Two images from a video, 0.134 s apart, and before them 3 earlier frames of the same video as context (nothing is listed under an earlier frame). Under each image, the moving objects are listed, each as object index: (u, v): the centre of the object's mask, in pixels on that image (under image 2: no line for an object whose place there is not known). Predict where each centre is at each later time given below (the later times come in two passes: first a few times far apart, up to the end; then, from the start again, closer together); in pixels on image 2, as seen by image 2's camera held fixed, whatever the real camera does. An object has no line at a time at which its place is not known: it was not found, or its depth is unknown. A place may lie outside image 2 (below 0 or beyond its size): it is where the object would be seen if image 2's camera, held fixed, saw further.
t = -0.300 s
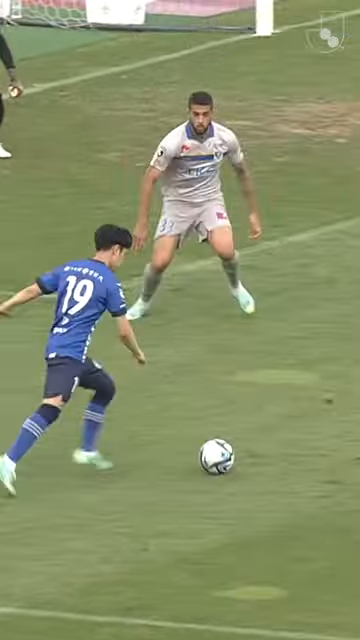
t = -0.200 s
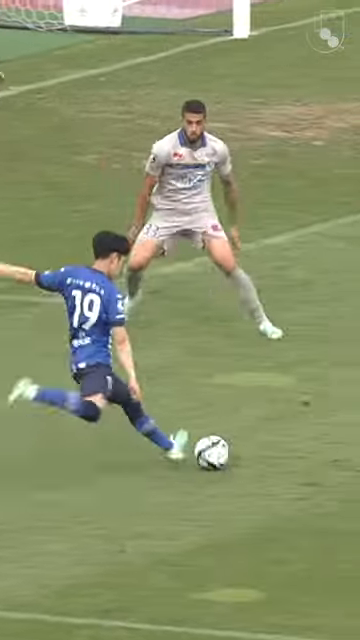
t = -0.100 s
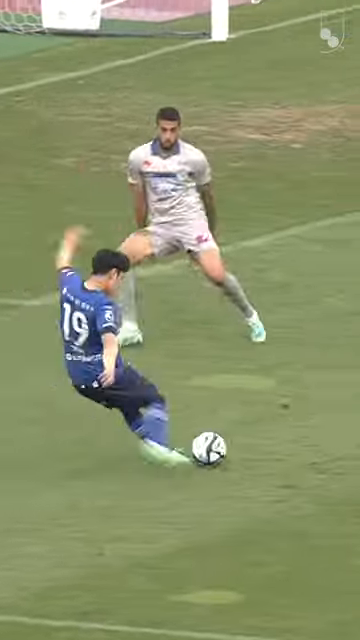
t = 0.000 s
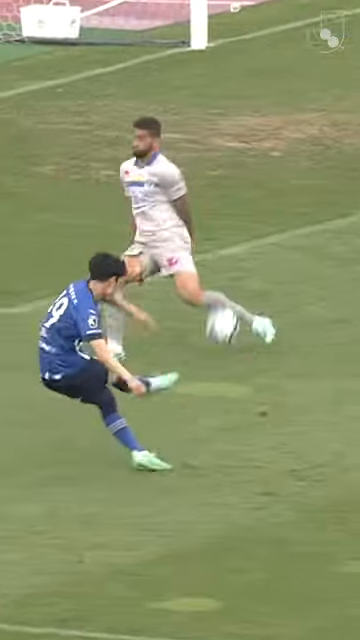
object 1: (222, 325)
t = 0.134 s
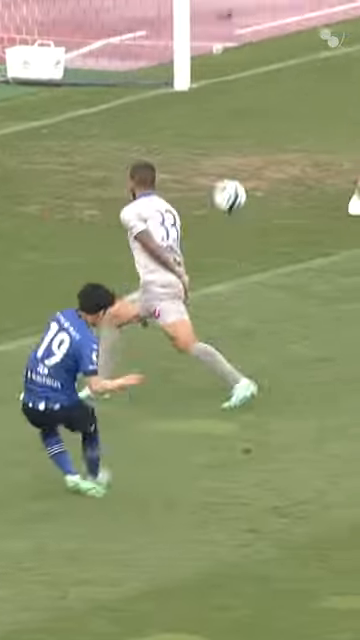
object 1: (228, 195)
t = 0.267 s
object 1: (224, 89)
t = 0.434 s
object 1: (194, 24)
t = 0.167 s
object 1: (230, 164)
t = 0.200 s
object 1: (229, 136)
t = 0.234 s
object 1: (228, 111)
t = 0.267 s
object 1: (224, 89)
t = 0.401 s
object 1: (201, 31)
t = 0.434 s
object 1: (194, 24)
